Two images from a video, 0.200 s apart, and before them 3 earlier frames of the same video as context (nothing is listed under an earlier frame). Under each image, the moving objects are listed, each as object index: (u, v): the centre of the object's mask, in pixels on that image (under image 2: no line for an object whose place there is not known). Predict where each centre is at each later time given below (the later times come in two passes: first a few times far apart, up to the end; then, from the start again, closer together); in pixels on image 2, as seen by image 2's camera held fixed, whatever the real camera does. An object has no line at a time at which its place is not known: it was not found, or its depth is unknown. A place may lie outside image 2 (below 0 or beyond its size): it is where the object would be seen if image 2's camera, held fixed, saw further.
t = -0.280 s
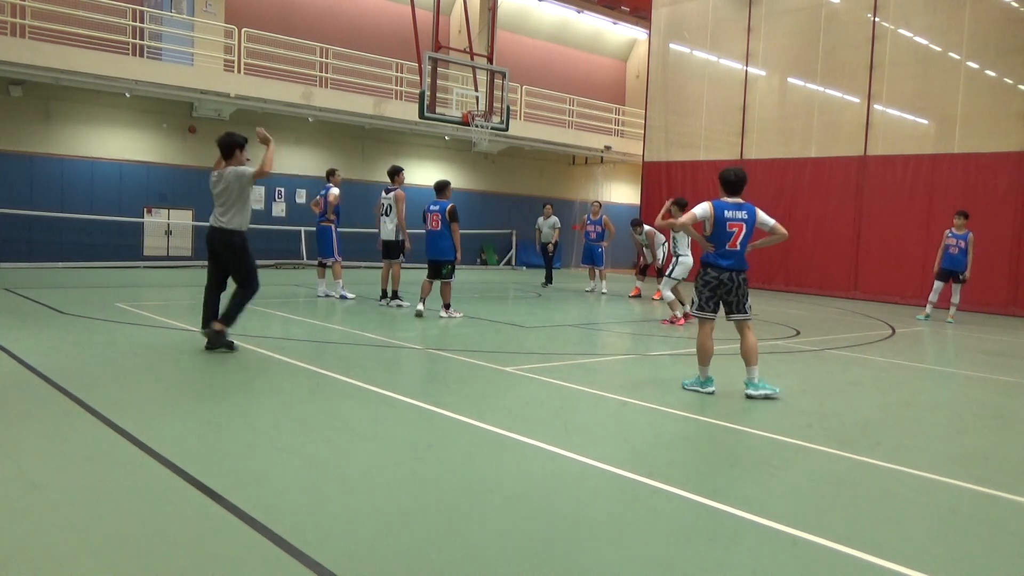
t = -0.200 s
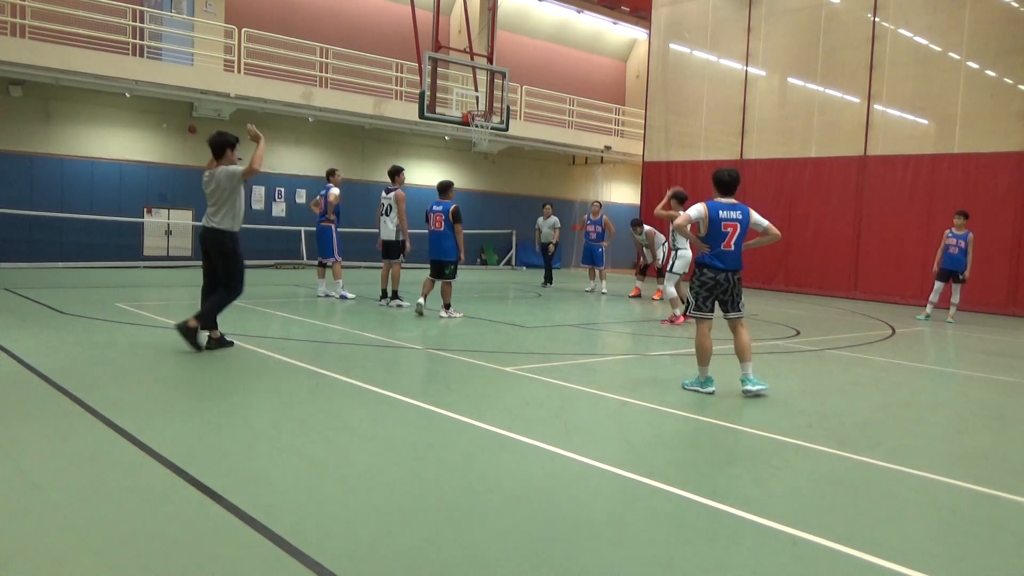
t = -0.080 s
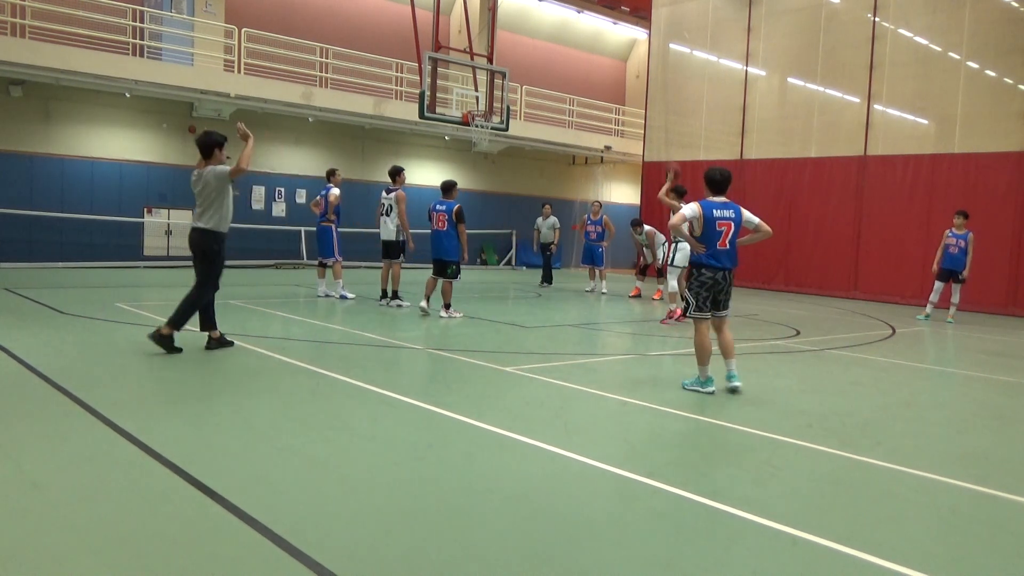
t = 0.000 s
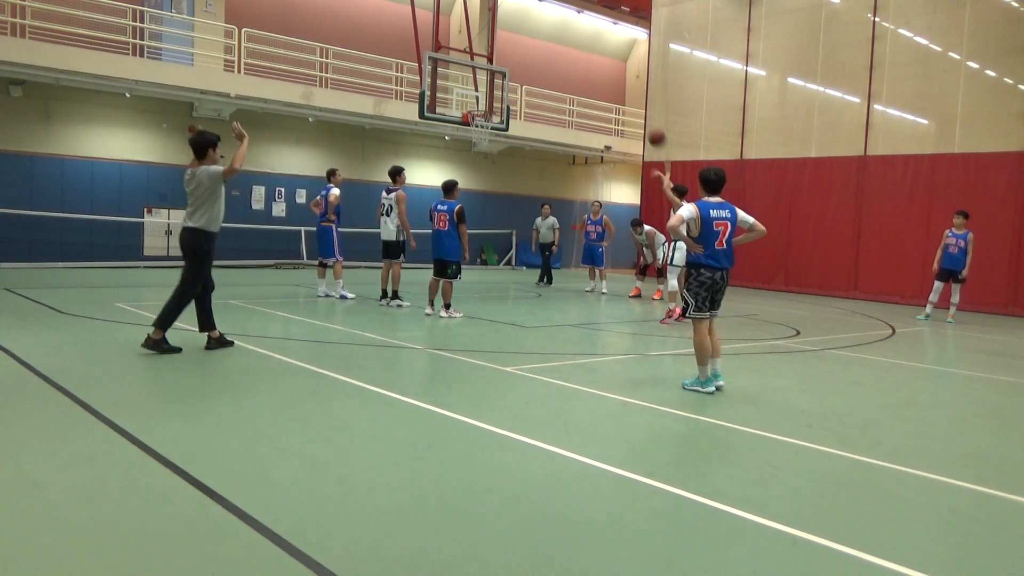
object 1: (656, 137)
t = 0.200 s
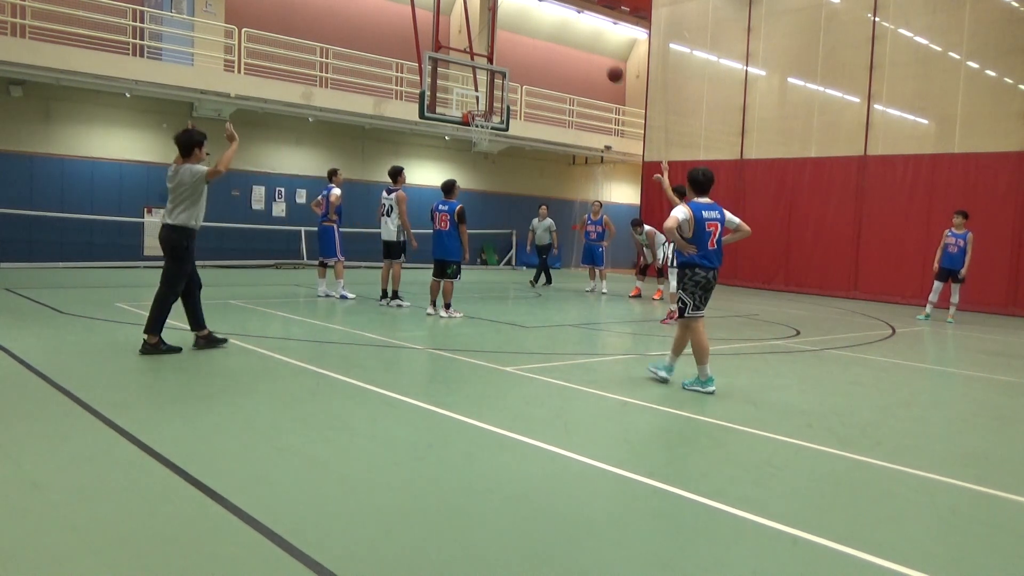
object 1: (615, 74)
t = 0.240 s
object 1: (607, 65)
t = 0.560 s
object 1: (545, 35)
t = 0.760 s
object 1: (508, 49)
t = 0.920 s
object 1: (481, 78)
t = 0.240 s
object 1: (607, 65)
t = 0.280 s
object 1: (599, 57)
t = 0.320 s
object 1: (591, 51)
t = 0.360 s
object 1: (583, 45)
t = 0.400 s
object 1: (575, 41)
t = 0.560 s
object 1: (545, 35)
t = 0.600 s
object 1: (538, 36)
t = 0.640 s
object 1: (530, 37)
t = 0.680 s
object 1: (523, 40)
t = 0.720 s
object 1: (516, 45)
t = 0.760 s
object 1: (508, 49)
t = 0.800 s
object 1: (502, 55)
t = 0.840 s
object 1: (495, 62)
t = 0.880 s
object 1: (487, 69)
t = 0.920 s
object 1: (481, 78)
